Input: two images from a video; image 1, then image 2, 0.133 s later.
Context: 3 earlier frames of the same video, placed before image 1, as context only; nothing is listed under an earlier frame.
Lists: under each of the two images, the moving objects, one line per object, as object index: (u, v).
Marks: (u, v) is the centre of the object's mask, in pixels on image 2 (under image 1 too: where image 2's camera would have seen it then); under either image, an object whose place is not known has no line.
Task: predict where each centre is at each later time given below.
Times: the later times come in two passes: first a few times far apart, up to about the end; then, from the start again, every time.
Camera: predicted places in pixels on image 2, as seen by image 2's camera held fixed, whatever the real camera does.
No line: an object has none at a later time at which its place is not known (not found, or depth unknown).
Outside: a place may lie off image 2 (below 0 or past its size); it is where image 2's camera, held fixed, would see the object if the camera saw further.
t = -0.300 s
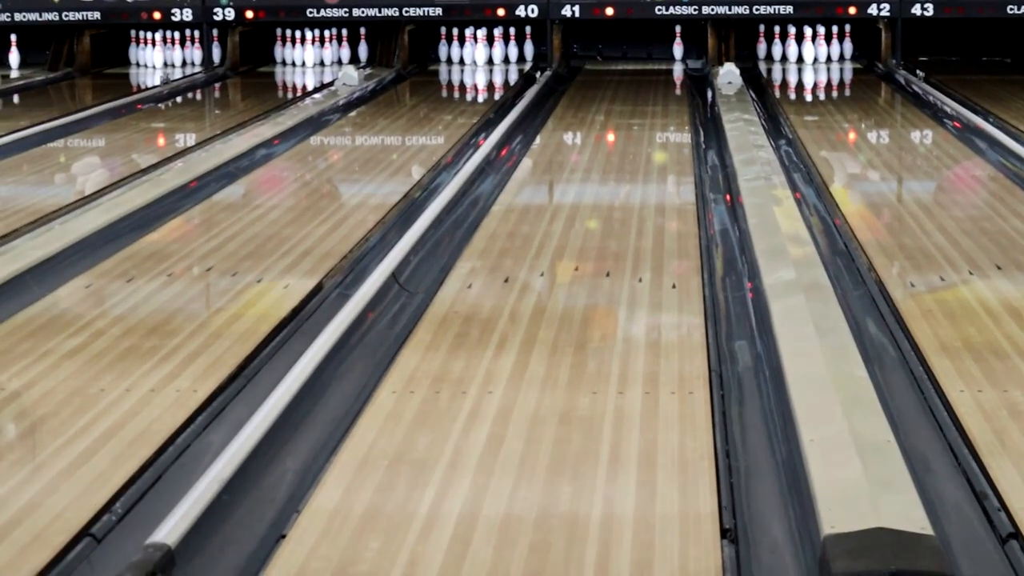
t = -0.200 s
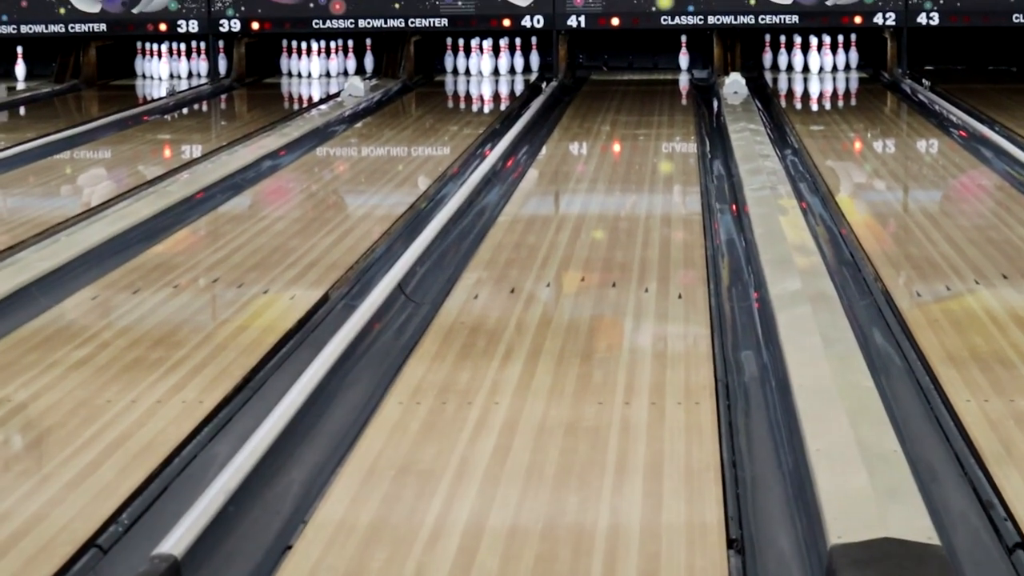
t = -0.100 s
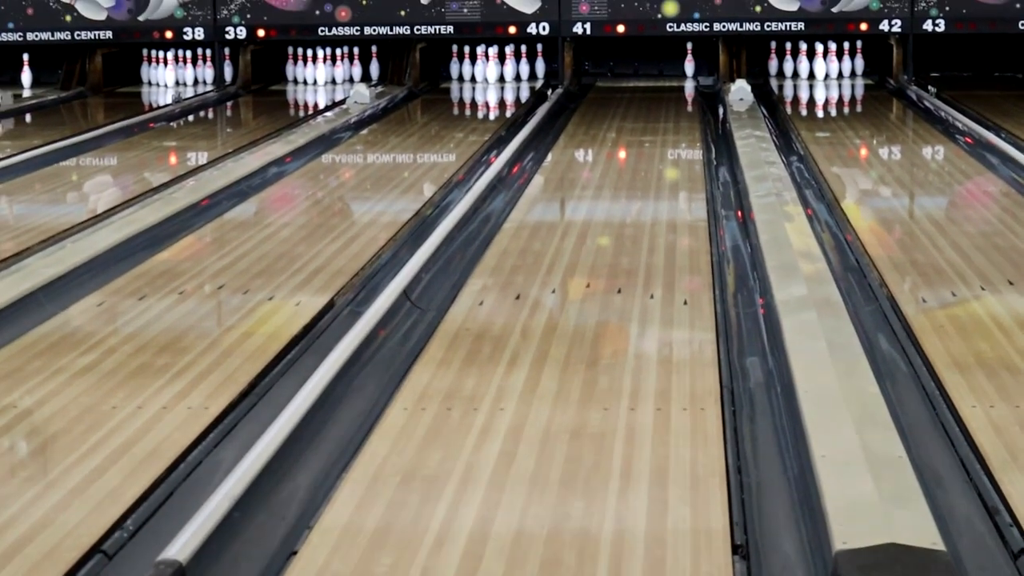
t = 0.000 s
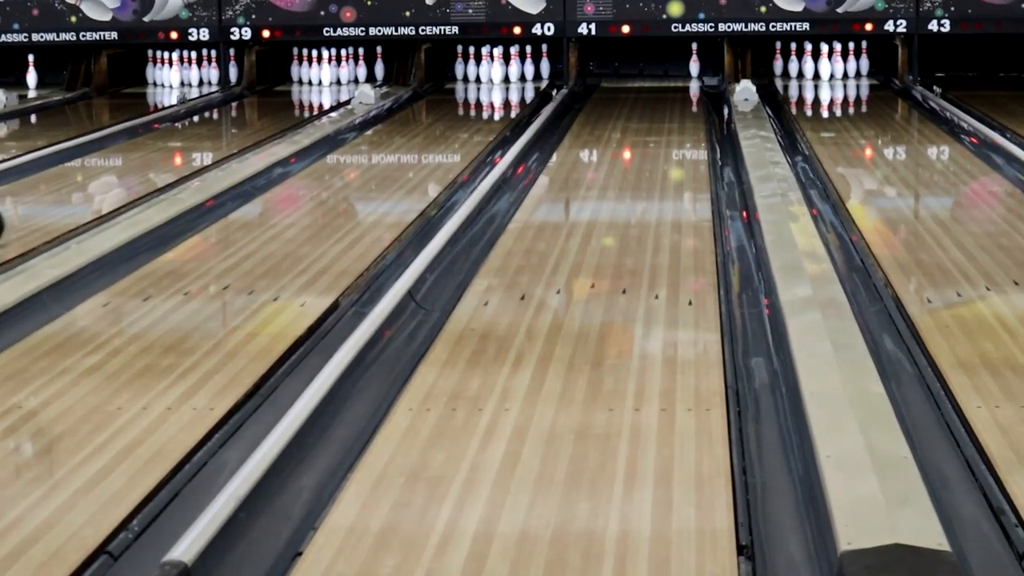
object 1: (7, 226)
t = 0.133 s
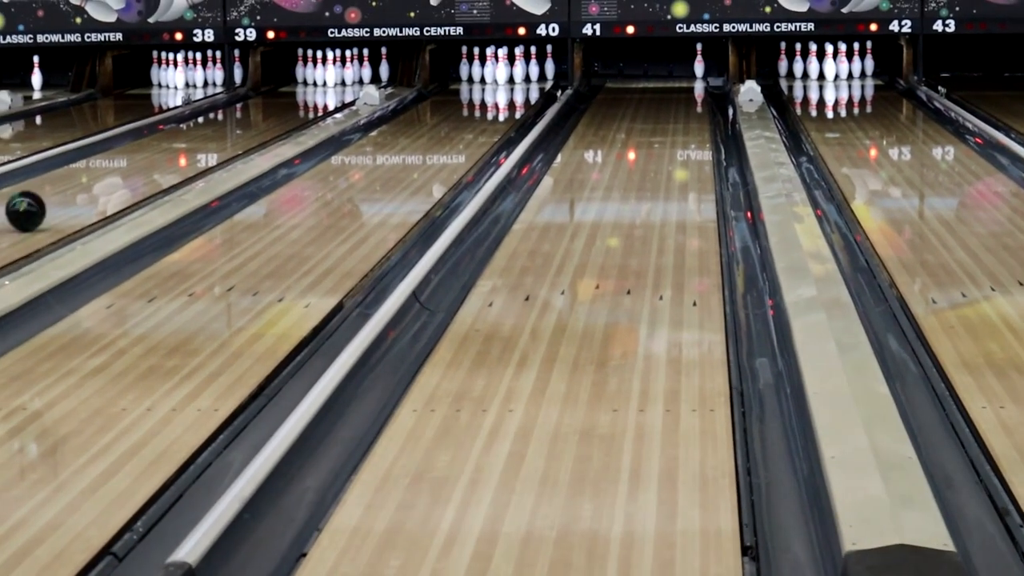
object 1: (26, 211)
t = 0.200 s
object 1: (43, 203)
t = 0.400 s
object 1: (90, 183)
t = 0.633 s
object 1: (136, 164)
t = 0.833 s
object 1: (170, 151)
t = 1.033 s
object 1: (198, 141)
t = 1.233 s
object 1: (224, 129)
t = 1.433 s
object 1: (246, 122)
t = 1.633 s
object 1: (266, 116)
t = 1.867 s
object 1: (285, 107)
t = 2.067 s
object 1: (298, 103)
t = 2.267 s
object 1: (309, 97)
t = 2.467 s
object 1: (317, 93)
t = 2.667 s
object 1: (324, 88)
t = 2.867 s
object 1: (324, 86)
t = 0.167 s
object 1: (35, 206)
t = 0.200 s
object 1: (43, 203)
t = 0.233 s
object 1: (52, 199)
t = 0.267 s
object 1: (60, 196)
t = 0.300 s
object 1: (67, 193)
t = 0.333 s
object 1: (75, 190)
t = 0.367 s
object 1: (82, 186)
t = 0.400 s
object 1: (90, 183)
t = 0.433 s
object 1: (97, 180)
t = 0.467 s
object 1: (104, 178)
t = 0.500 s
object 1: (111, 175)
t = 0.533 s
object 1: (117, 172)
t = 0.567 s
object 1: (124, 169)
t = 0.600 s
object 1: (130, 166)
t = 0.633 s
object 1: (136, 164)
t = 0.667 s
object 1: (142, 162)
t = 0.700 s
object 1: (148, 160)
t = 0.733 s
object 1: (154, 158)
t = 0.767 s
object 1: (159, 155)
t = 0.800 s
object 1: (164, 153)
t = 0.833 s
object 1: (170, 151)
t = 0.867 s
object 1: (175, 149)
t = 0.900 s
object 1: (180, 147)
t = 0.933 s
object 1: (185, 145)
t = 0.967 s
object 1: (190, 144)
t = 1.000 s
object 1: (194, 142)
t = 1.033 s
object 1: (198, 141)
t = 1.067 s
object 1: (203, 138)
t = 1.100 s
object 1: (207, 137)
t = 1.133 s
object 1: (212, 134)
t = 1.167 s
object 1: (215, 133)
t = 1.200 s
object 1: (220, 132)
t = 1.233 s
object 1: (224, 129)
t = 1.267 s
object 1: (228, 129)
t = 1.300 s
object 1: (232, 128)
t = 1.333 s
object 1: (235, 126)
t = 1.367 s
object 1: (239, 124)
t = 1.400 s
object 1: (242, 122)
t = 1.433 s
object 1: (246, 122)
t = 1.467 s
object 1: (250, 121)
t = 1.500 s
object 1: (253, 120)
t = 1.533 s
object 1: (256, 118)
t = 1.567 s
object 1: (259, 116)
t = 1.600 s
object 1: (263, 115)
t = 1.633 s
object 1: (266, 116)
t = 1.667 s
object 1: (269, 115)
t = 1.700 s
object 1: (273, 113)
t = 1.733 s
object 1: (275, 112)
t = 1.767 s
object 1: (278, 111)
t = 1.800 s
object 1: (281, 109)
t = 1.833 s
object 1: (283, 108)
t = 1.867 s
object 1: (285, 107)
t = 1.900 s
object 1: (288, 106)
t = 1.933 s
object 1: (291, 104)
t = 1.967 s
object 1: (292, 105)
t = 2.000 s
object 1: (294, 104)
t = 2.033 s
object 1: (296, 103)
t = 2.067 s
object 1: (298, 103)
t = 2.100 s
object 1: (300, 101)
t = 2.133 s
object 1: (302, 100)
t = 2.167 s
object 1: (303, 100)
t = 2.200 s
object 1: (305, 99)
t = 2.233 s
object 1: (307, 98)
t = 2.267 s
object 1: (309, 97)
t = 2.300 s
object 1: (310, 97)
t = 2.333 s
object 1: (311, 96)
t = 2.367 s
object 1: (313, 95)
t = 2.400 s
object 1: (314, 95)
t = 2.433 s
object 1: (316, 94)
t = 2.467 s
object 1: (317, 93)
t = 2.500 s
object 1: (317, 92)
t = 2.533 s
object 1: (319, 91)
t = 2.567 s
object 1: (321, 91)
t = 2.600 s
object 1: (322, 90)
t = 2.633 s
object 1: (323, 89)
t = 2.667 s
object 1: (324, 88)
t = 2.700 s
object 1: (323, 89)
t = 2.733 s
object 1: (323, 88)
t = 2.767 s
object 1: (323, 88)
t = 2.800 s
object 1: (323, 87)
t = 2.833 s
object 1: (323, 87)
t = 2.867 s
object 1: (324, 86)
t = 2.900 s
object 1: (322, 87)
